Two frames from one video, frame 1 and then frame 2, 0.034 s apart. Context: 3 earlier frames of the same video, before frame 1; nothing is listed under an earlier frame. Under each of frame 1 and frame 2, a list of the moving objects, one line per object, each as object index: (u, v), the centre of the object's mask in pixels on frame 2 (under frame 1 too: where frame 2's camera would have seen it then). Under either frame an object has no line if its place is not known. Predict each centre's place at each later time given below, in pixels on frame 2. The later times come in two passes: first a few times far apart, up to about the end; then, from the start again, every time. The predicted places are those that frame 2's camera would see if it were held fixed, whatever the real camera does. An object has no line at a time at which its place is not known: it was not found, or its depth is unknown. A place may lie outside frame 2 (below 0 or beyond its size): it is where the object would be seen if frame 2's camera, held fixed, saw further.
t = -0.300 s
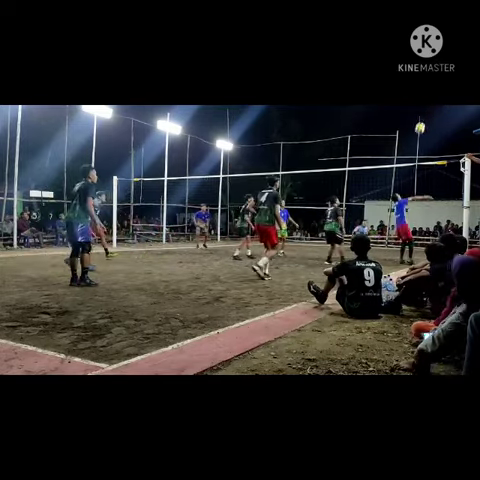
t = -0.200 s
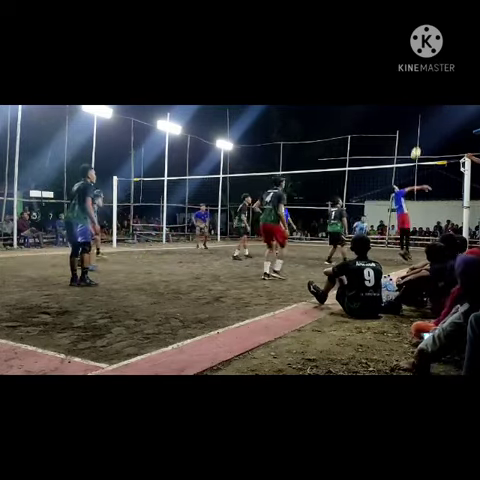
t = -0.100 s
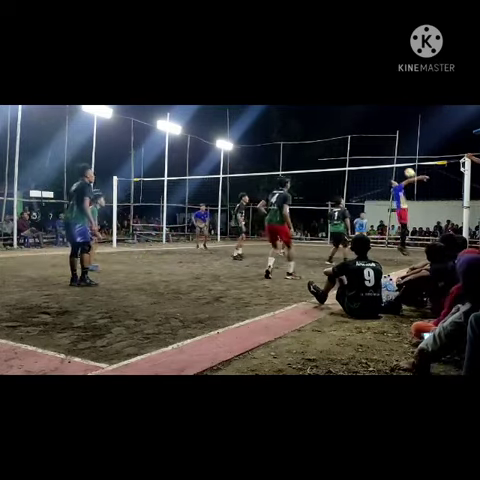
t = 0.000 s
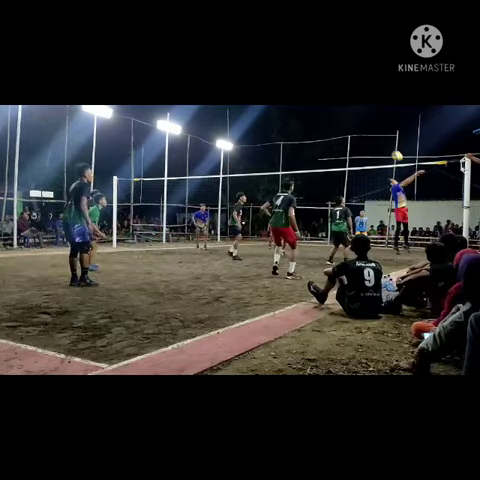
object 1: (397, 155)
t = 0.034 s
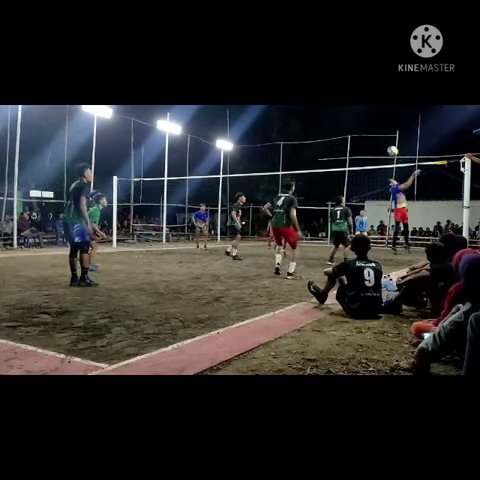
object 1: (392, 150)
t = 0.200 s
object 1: (370, 133)
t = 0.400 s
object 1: (343, 126)
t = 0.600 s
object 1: (316, 135)
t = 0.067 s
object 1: (388, 146)
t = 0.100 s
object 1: (384, 142)
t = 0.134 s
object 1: (379, 138)
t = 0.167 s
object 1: (375, 135)
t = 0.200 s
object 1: (370, 133)
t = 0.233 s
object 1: (365, 130)
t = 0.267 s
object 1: (361, 128)
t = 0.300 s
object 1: (357, 127)
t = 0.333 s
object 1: (352, 126)
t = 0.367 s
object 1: (348, 125)
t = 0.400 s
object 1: (343, 126)
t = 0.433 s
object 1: (338, 126)
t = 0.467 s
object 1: (334, 127)
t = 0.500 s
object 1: (329, 128)
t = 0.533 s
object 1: (325, 130)
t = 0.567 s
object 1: (320, 132)
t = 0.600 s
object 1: (316, 135)
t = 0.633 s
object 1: (311, 138)
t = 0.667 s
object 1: (307, 141)
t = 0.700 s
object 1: (302, 146)
